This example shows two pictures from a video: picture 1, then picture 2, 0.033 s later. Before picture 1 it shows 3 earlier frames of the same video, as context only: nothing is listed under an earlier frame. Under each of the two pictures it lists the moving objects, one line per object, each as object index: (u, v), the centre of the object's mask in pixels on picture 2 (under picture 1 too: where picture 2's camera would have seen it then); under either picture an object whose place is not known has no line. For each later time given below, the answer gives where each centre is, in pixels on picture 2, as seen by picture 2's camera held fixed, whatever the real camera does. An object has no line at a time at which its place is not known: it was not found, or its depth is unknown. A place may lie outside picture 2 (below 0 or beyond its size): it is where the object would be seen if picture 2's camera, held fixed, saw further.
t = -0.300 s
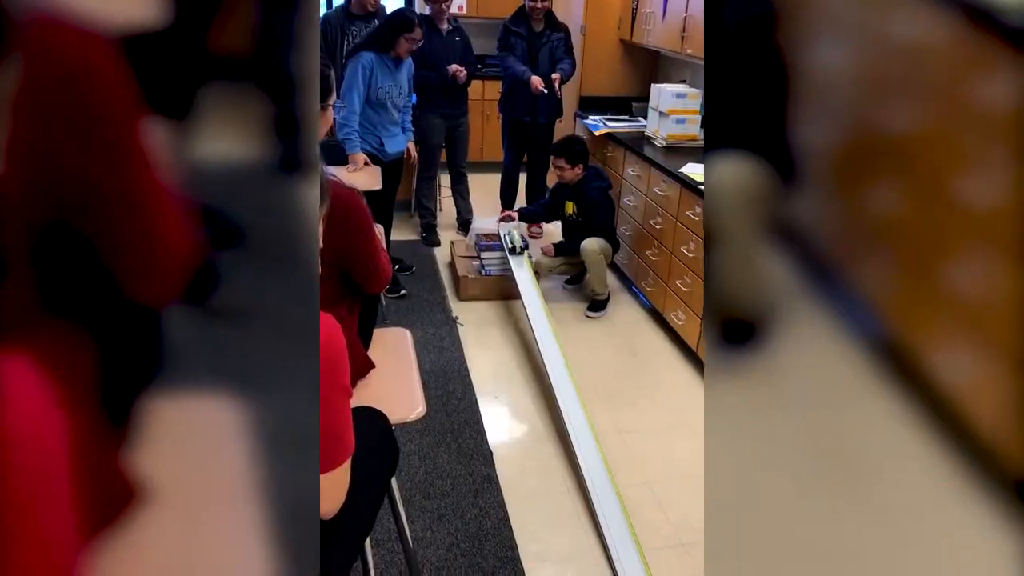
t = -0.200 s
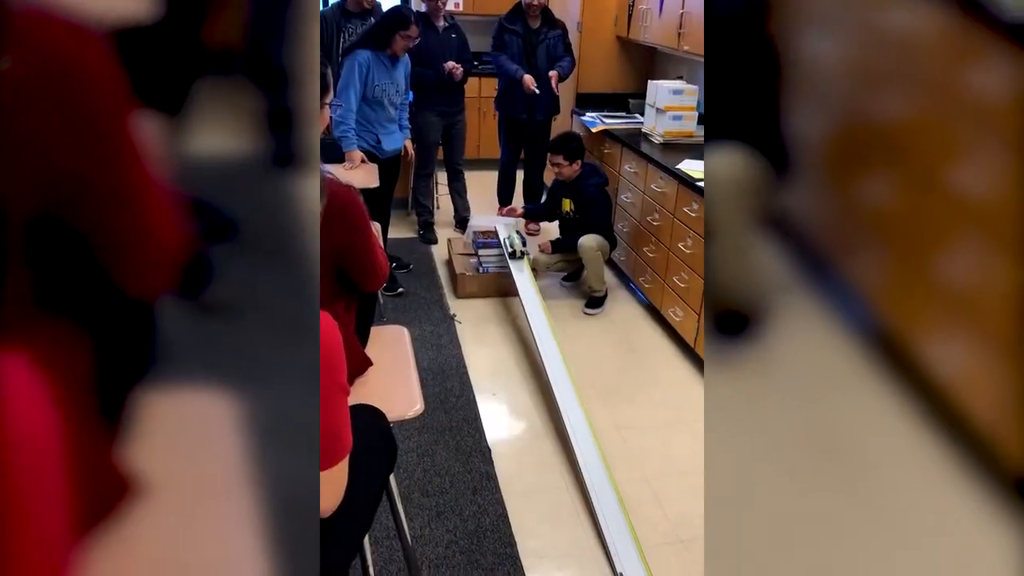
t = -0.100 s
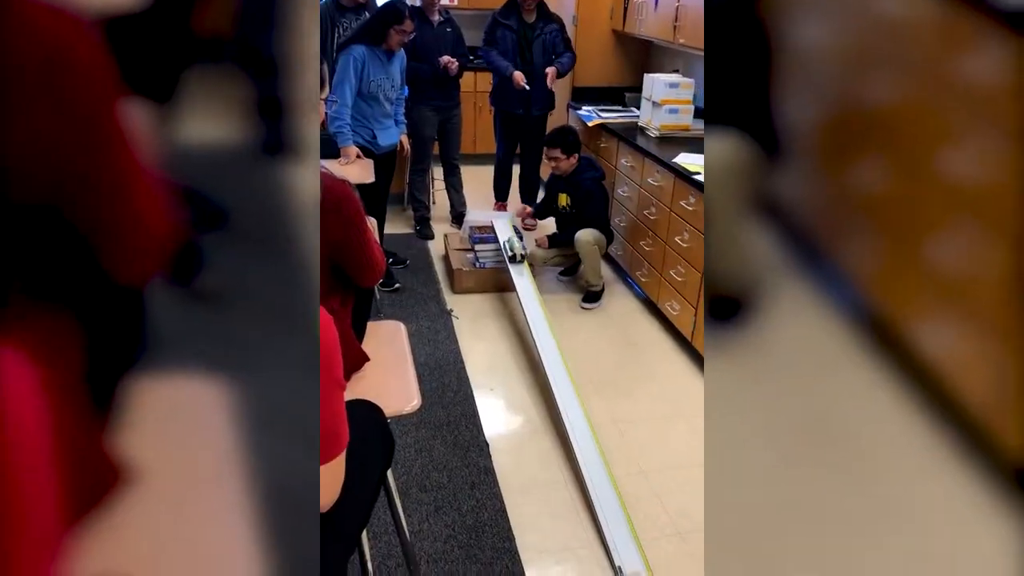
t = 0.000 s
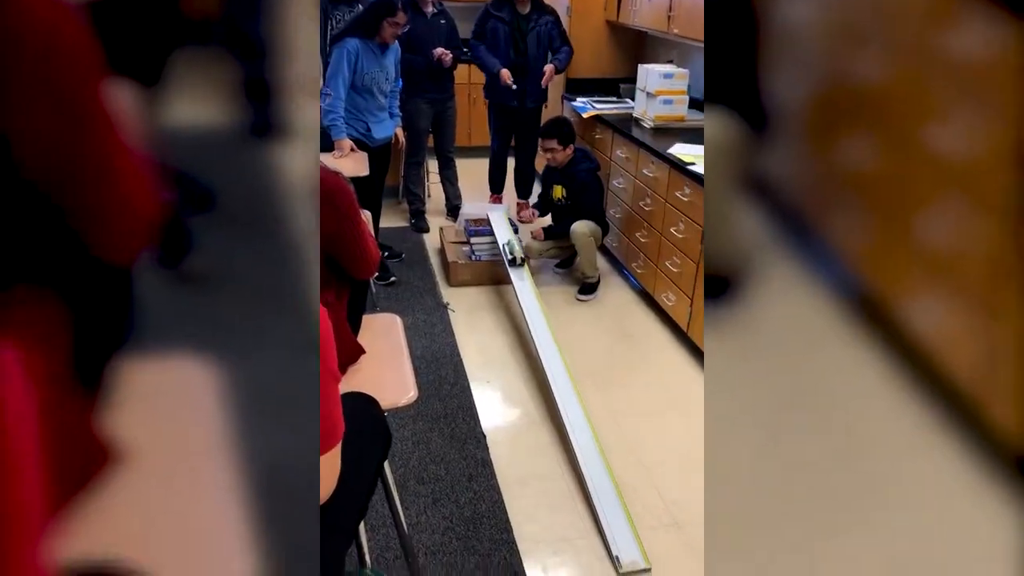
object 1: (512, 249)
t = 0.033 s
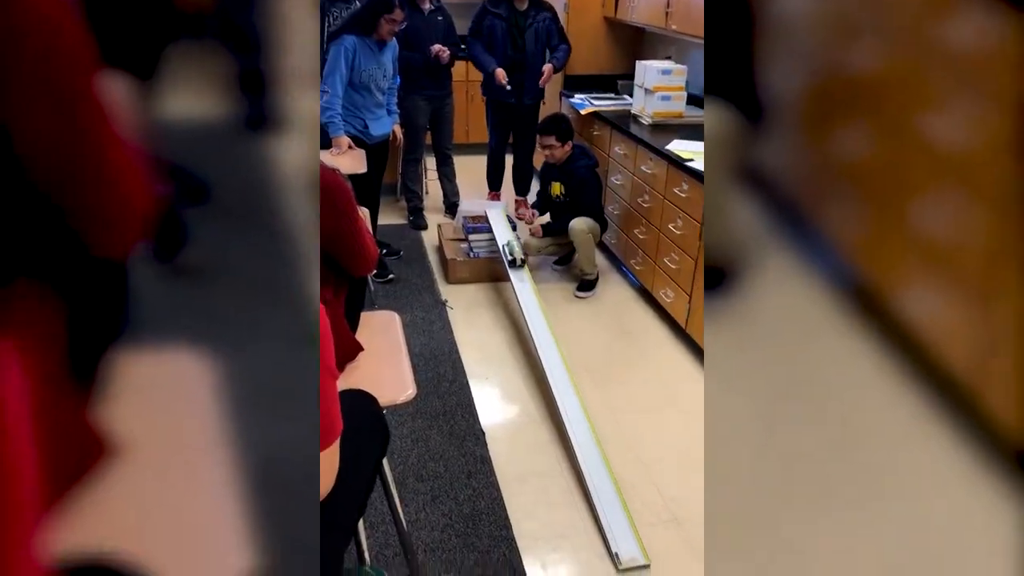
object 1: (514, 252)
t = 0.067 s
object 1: (515, 256)
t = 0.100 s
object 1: (517, 263)
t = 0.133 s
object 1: (519, 268)
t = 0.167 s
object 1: (521, 273)
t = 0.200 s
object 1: (523, 278)
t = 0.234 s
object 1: (525, 284)
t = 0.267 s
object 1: (527, 290)
